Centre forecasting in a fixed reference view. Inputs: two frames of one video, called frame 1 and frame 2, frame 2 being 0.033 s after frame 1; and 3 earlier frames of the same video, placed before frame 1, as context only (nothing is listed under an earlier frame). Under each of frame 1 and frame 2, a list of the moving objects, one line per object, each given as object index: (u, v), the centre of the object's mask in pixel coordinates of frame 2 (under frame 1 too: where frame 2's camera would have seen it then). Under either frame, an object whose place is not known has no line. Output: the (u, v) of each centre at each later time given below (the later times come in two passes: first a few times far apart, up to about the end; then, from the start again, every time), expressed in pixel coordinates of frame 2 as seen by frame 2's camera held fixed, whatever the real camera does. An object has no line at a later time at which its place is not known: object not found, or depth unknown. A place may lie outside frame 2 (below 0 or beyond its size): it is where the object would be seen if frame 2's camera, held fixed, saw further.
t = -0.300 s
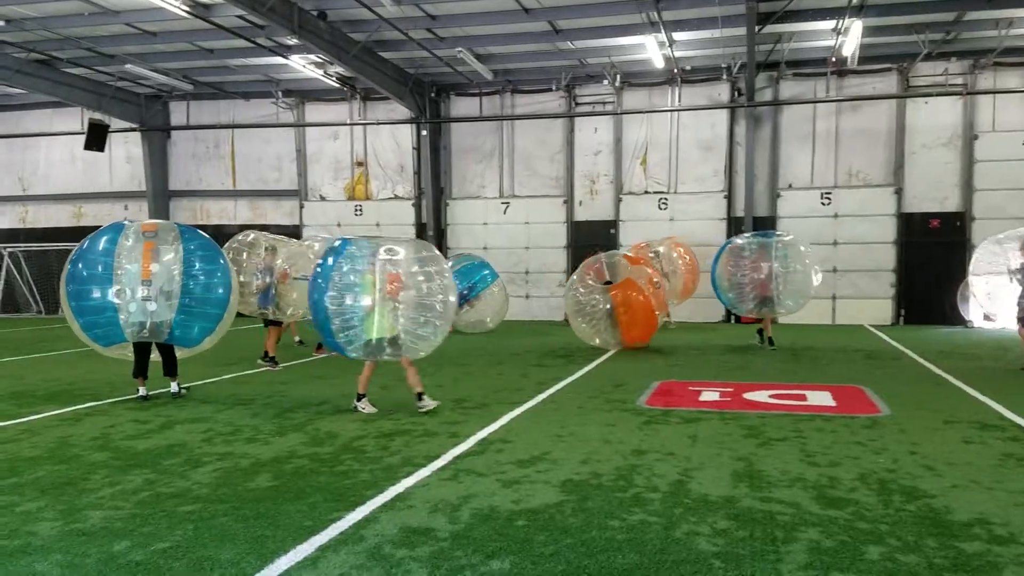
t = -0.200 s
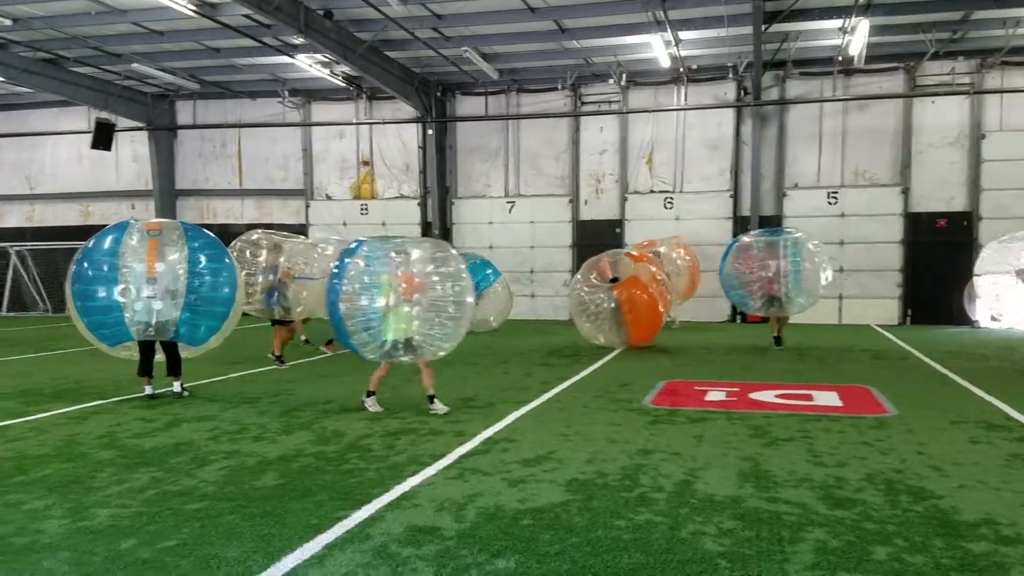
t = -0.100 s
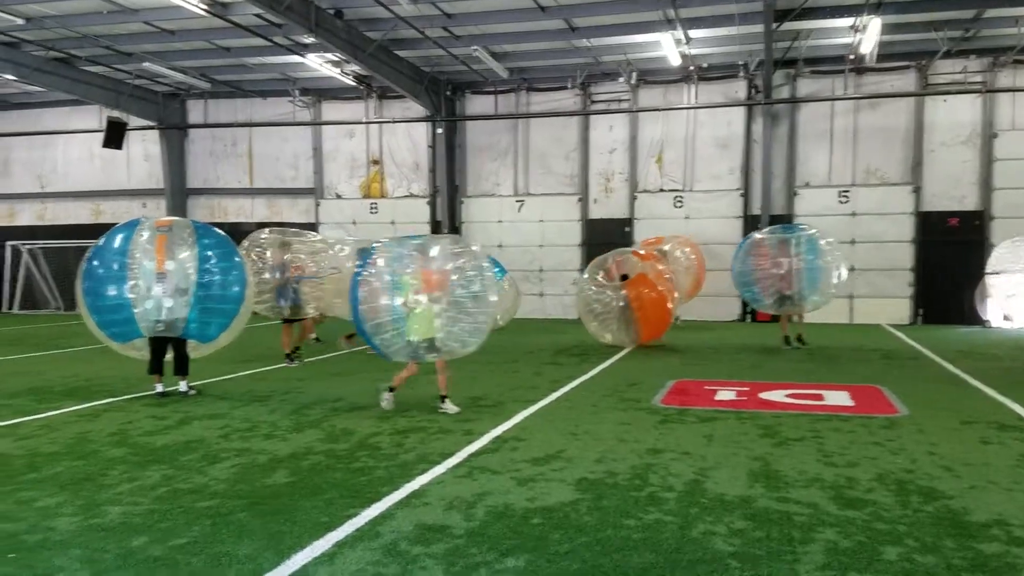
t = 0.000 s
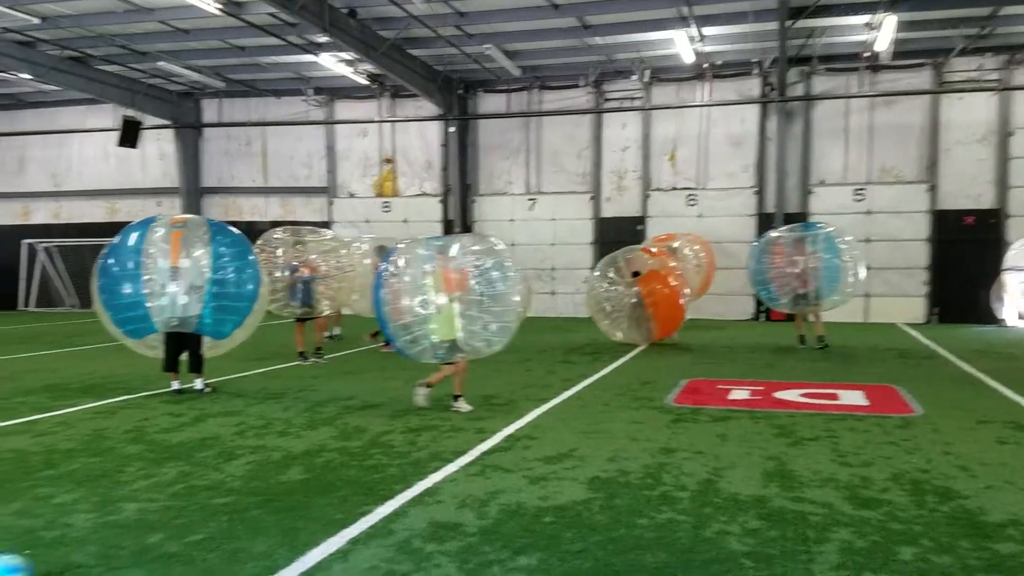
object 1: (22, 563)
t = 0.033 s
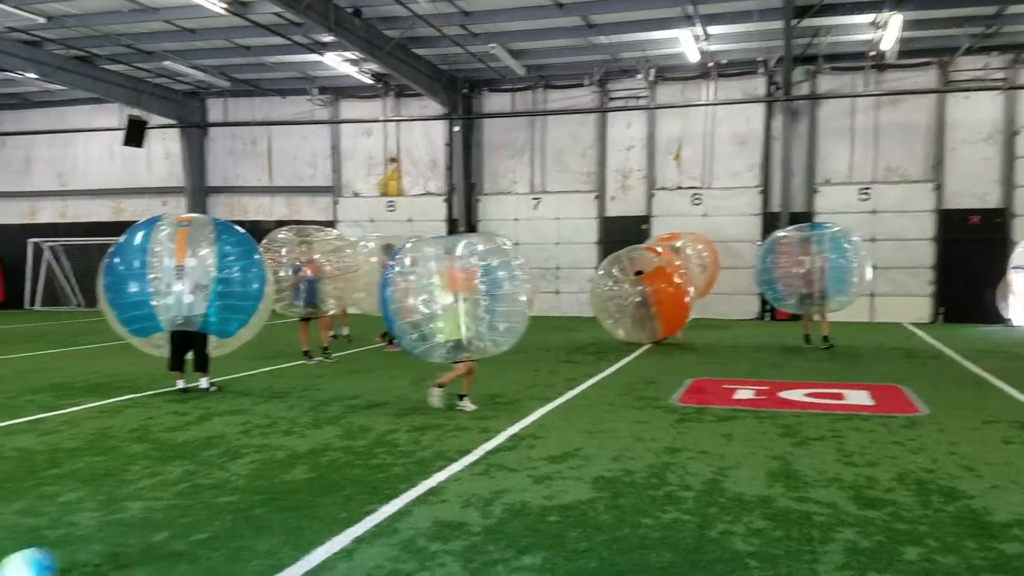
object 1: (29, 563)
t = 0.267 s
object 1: (150, 548)
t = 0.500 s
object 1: (252, 525)
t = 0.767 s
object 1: (343, 502)
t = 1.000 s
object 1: (408, 485)
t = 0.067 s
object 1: (48, 563)
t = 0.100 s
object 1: (66, 562)
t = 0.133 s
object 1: (82, 561)
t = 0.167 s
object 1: (100, 560)
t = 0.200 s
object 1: (118, 556)
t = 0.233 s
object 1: (134, 551)
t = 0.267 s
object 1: (150, 548)
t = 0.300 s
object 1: (165, 546)
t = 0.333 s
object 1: (181, 541)
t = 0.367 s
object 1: (197, 538)
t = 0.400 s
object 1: (211, 534)
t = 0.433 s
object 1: (225, 530)
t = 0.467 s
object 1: (238, 528)
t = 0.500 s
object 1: (252, 525)
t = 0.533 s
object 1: (264, 521)
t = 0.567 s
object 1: (277, 518)
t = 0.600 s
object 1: (288, 515)
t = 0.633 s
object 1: (301, 513)
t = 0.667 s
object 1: (312, 510)
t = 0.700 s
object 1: (323, 506)
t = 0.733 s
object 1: (333, 504)
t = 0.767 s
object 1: (343, 502)
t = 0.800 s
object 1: (354, 500)
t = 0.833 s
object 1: (363, 497)
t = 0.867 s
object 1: (372, 495)
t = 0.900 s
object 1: (381, 493)
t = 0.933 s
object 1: (390, 489)
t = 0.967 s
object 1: (400, 488)
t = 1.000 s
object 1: (408, 485)
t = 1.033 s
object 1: (417, 484)
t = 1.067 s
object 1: (424, 481)
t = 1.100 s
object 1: (432, 480)
